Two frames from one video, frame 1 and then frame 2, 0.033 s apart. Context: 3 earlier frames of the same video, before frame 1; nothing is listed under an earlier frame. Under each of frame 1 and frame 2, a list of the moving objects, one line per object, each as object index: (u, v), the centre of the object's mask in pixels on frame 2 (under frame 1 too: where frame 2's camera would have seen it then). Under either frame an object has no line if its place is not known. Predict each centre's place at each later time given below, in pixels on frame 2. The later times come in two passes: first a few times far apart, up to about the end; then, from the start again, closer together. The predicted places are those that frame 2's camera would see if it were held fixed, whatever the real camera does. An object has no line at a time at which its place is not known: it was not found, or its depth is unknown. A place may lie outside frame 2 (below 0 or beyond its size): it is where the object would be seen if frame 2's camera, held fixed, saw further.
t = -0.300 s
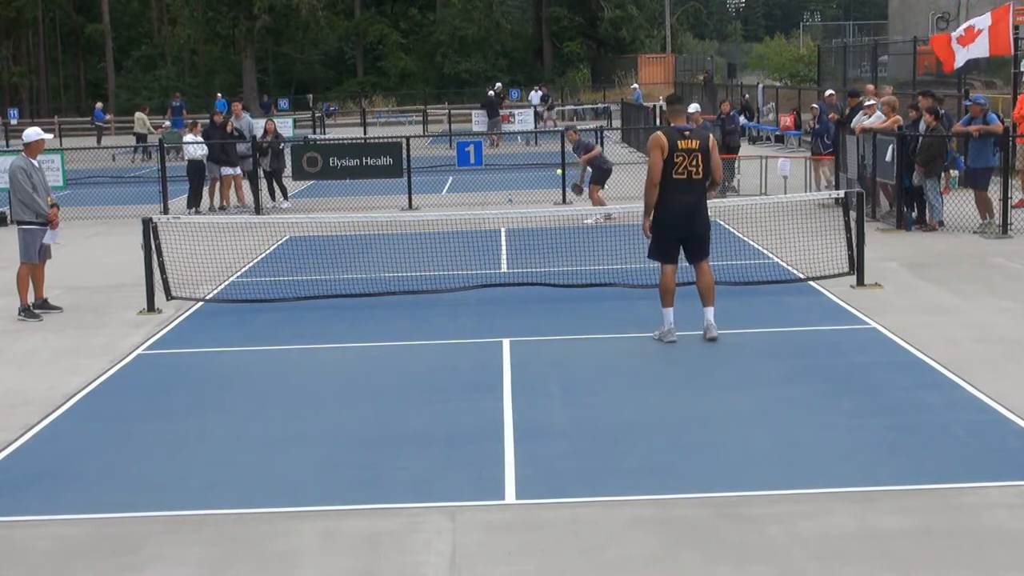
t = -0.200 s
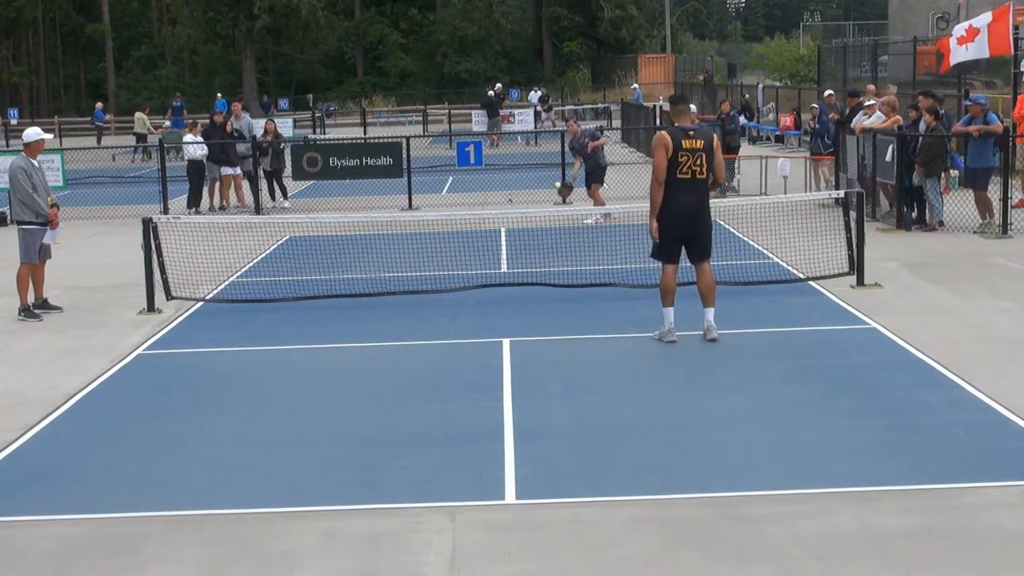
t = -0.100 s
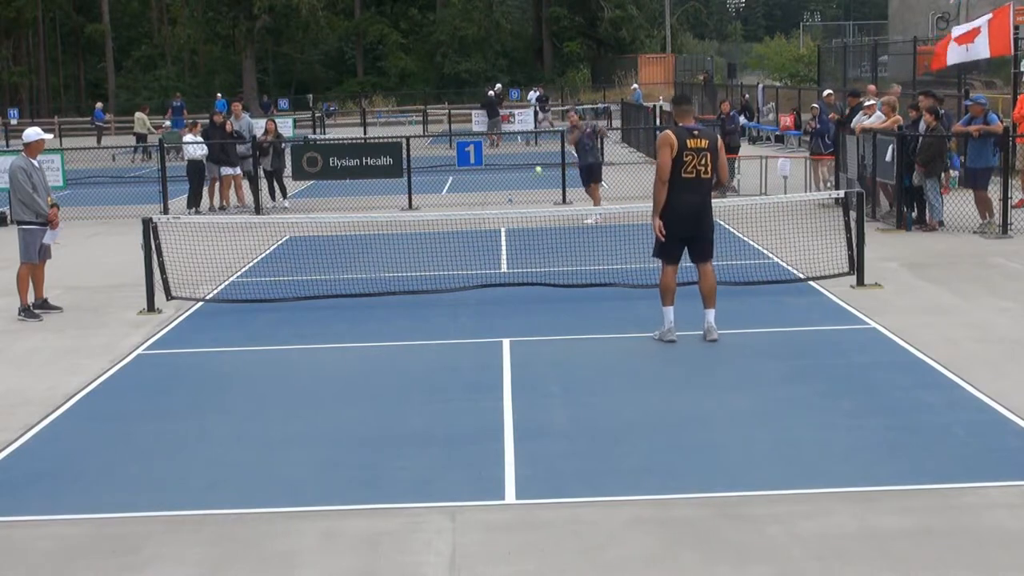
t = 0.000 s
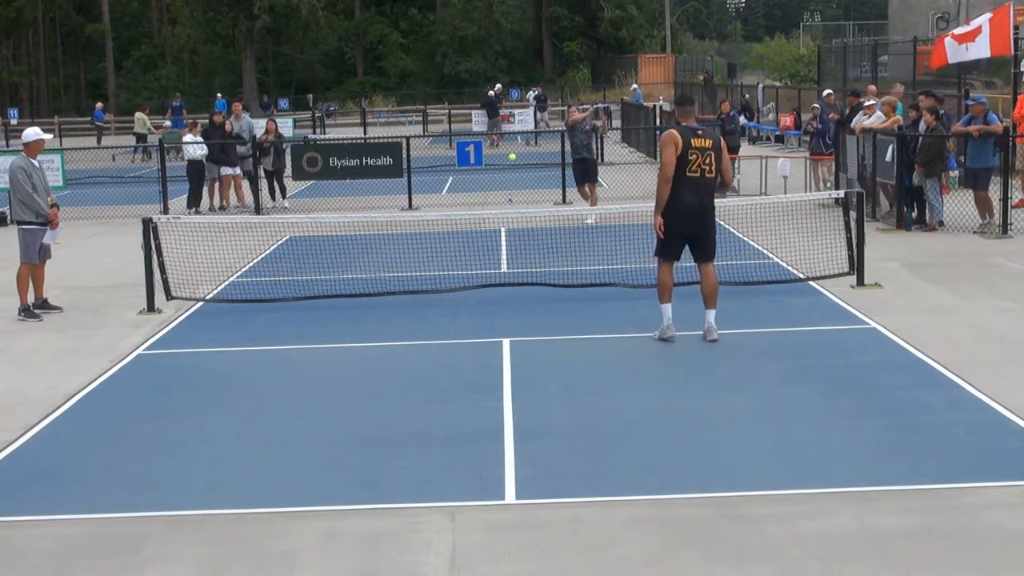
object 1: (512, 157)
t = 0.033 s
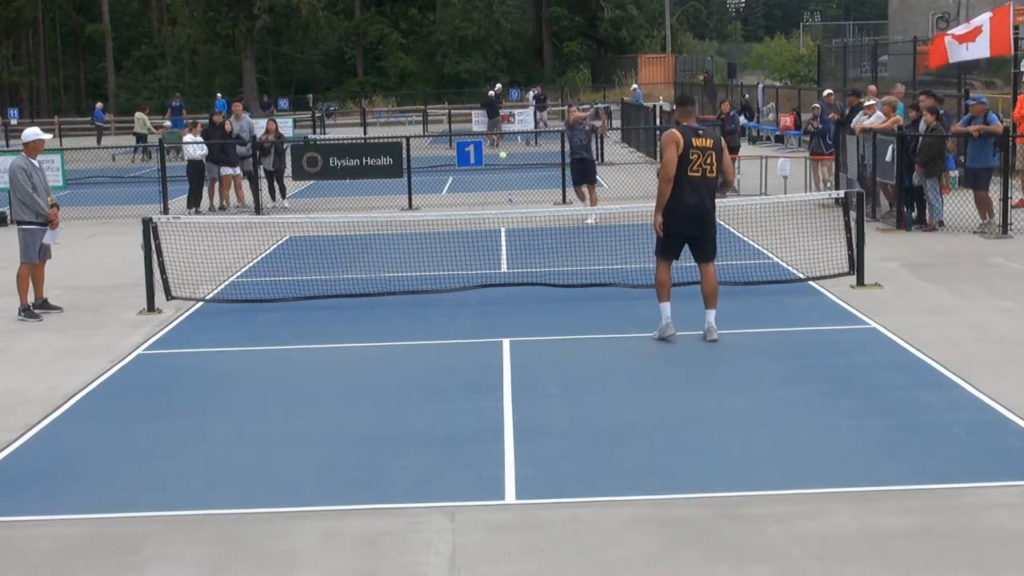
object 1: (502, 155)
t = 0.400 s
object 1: (364, 246)
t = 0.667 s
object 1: (219, 376)
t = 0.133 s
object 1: (471, 158)
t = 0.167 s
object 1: (460, 162)
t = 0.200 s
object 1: (448, 167)
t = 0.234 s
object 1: (435, 175)
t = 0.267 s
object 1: (422, 184)
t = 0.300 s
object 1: (409, 197)
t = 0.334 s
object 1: (395, 209)
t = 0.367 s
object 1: (379, 226)
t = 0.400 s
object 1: (364, 246)
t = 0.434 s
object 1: (347, 268)
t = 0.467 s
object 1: (330, 294)
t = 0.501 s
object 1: (312, 322)
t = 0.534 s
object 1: (292, 354)
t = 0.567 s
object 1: (272, 390)
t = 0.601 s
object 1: (254, 393)
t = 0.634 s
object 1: (237, 384)
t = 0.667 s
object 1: (219, 376)
